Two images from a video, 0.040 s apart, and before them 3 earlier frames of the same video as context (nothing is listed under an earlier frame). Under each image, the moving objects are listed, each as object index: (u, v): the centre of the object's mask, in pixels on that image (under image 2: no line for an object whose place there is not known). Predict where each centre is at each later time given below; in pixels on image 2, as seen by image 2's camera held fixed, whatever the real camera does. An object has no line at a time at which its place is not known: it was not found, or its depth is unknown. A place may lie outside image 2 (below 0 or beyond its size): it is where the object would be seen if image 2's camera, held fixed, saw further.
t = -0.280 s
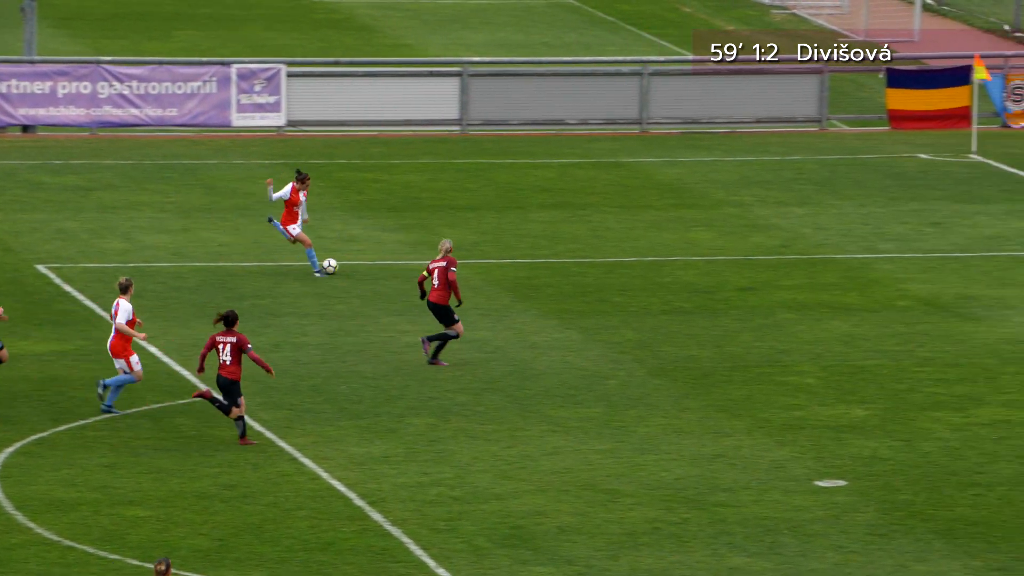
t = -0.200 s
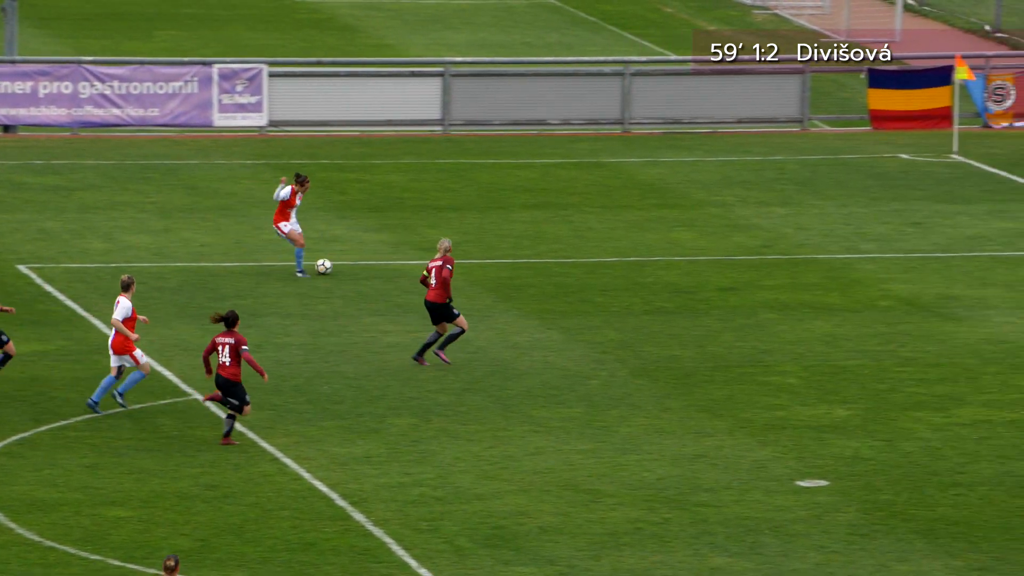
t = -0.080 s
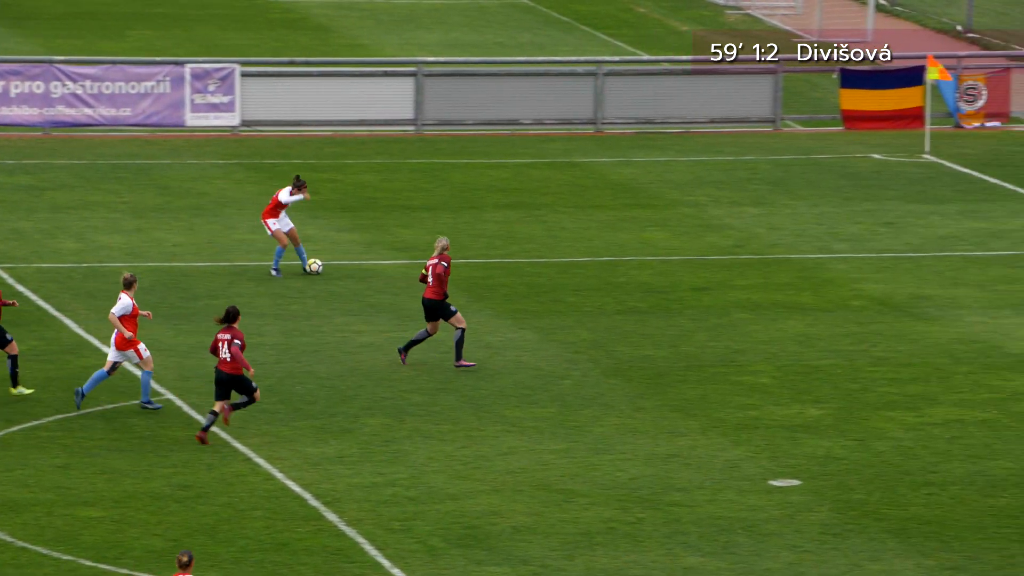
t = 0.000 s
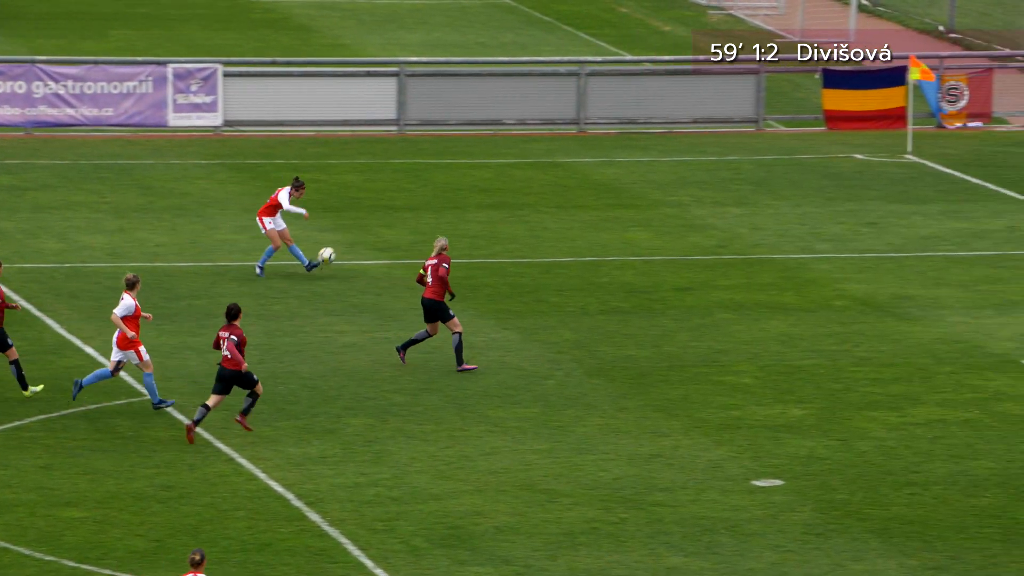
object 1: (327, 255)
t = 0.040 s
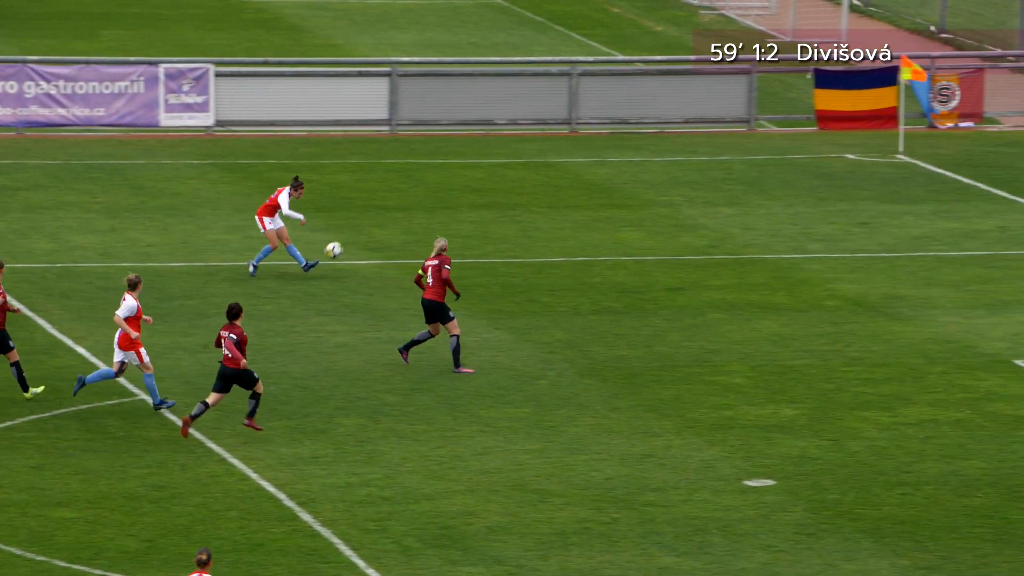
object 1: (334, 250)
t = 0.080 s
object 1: (348, 245)
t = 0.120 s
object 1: (361, 240)
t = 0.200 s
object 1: (395, 229)
